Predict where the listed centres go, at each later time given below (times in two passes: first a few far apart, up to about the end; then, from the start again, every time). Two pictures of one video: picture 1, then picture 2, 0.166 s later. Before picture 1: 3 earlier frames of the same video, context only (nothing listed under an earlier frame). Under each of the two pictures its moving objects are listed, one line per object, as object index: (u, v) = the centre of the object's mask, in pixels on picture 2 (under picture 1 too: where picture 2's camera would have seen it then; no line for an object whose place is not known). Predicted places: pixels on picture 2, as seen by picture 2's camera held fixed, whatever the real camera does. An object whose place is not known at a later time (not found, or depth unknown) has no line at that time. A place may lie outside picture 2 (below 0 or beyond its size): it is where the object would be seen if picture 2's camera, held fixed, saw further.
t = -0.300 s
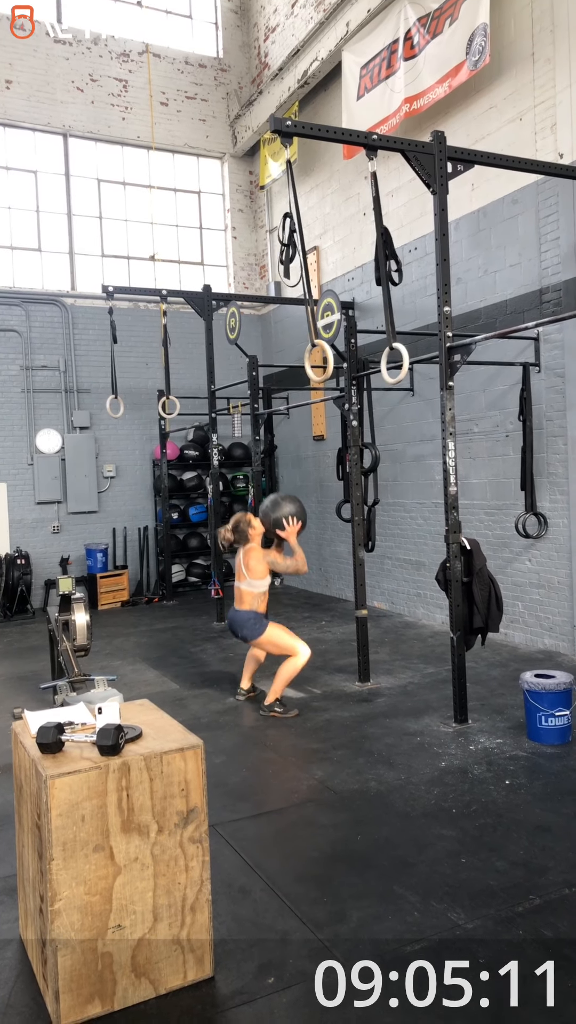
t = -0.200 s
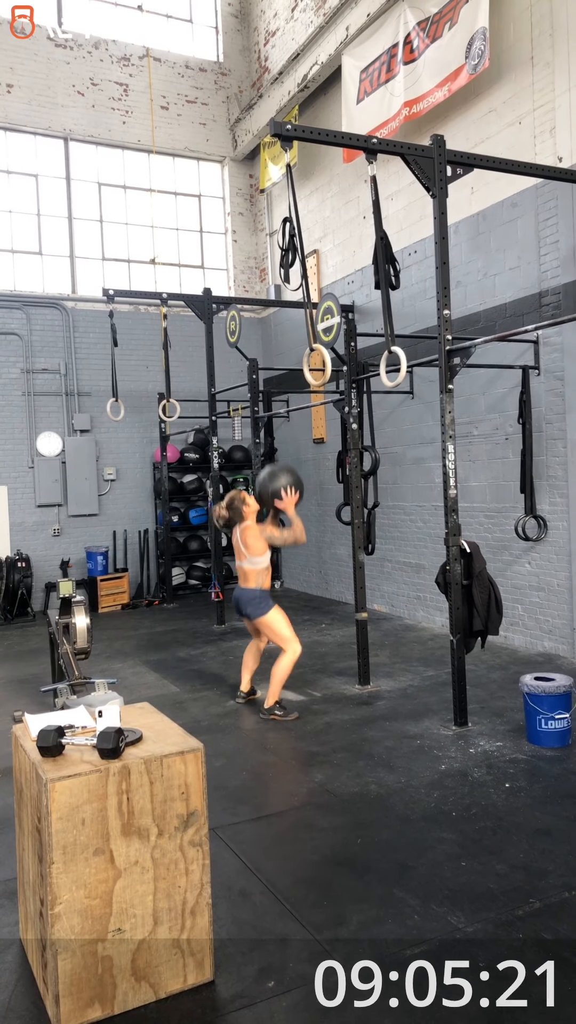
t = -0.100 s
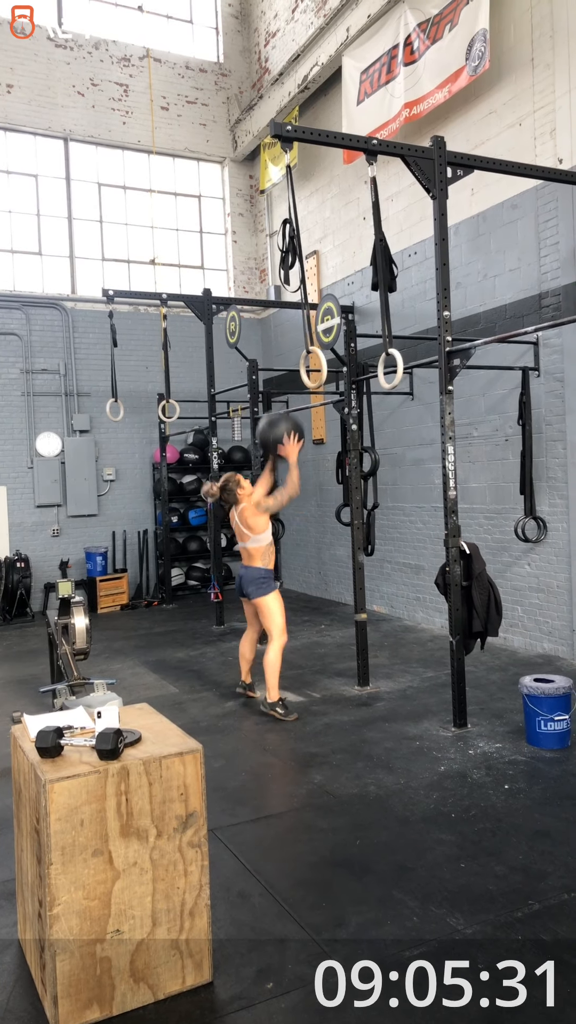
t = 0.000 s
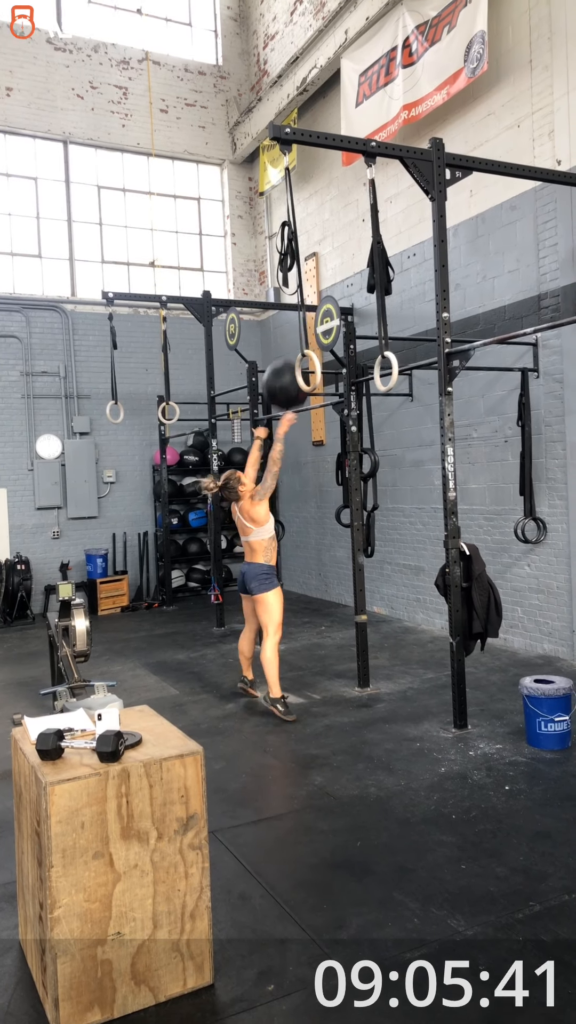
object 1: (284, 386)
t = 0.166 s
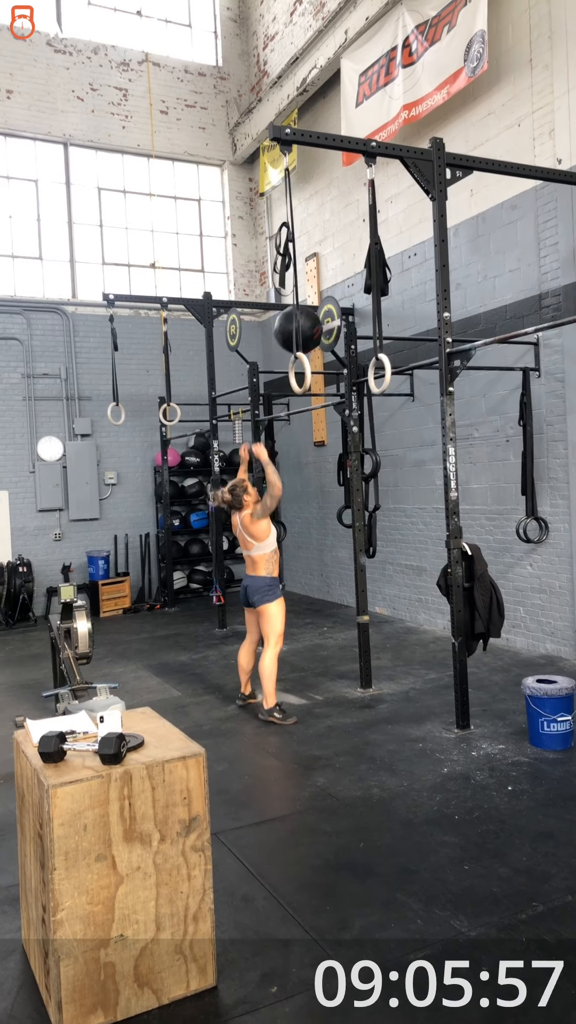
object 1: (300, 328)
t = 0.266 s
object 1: (311, 314)
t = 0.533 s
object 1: (292, 340)
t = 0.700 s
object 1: (283, 408)
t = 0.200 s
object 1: (302, 323)
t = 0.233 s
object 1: (305, 318)
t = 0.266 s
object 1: (311, 314)
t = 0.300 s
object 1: (307, 313)
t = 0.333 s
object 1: (305, 313)
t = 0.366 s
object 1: (307, 314)
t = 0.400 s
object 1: (301, 316)
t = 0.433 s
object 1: (298, 320)
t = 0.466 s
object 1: (296, 326)
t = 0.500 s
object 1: (294, 332)
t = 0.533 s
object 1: (292, 340)
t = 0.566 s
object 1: (292, 350)
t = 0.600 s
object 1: (291, 361)
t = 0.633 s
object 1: (290, 378)
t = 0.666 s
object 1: (286, 393)
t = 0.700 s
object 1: (283, 408)
